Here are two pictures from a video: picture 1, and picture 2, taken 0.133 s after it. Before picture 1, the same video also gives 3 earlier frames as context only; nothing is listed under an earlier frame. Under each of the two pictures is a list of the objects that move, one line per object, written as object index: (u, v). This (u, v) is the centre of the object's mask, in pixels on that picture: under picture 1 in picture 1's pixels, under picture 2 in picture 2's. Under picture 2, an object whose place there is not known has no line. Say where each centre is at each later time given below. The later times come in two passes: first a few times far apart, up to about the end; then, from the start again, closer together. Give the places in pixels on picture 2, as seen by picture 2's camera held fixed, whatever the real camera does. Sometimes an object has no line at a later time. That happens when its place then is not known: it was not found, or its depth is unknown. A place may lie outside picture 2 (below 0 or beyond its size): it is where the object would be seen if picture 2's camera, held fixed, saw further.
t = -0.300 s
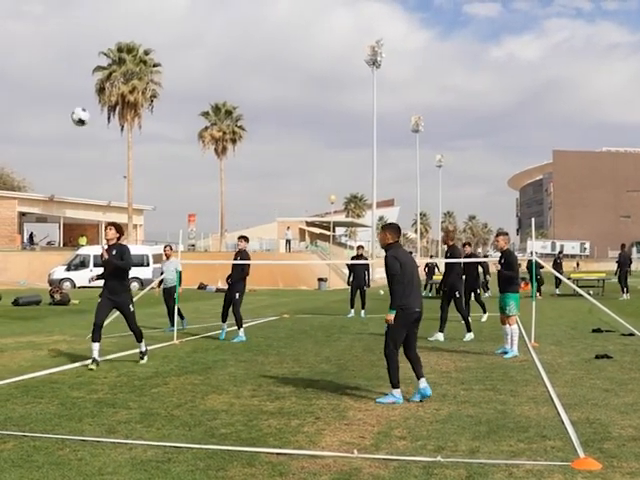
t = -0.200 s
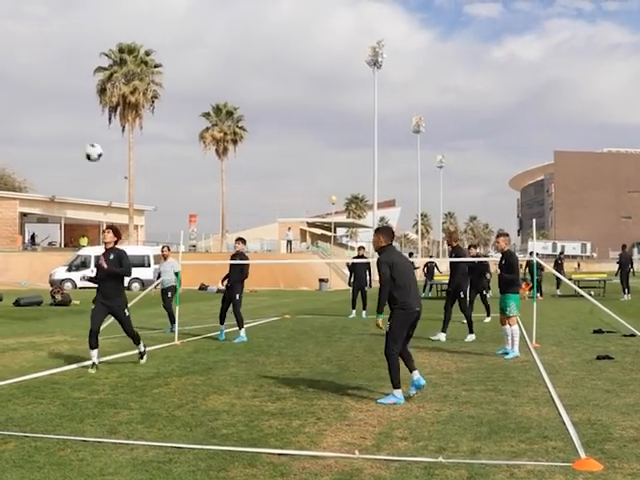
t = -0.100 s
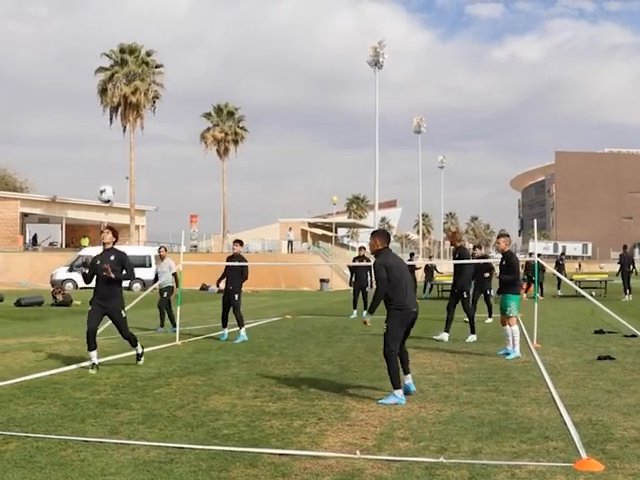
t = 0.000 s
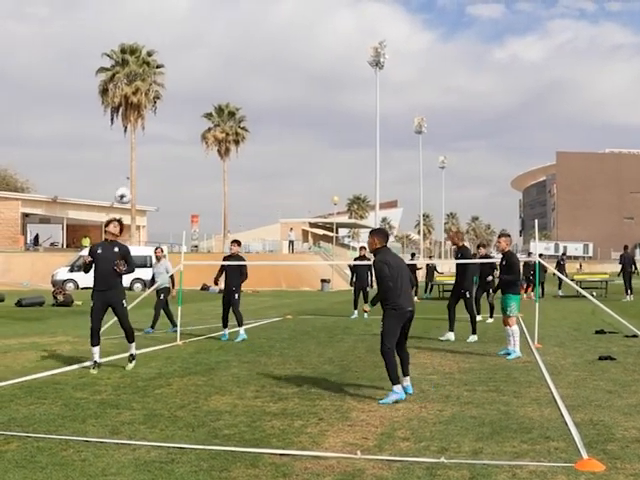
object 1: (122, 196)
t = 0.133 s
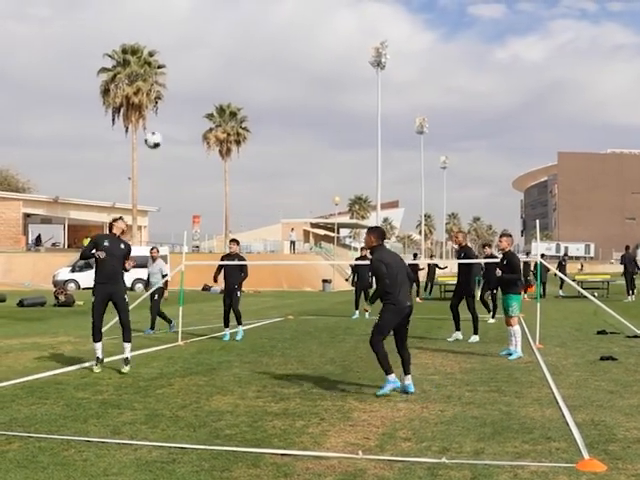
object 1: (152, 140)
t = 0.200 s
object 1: (167, 116)
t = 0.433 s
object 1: (219, 61)
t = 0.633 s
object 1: (264, 48)
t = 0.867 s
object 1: (318, 76)
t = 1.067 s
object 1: (367, 140)
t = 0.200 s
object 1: (167, 116)
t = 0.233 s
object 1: (175, 106)
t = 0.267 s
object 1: (182, 97)
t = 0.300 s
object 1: (189, 88)
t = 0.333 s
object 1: (197, 80)
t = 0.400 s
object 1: (212, 67)
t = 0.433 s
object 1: (219, 61)
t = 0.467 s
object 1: (226, 57)
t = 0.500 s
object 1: (234, 53)
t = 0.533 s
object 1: (241, 51)
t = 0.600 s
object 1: (257, 48)
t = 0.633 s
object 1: (264, 48)
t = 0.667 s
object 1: (271, 49)
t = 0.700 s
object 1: (279, 51)
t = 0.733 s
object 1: (287, 54)
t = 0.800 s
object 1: (303, 63)
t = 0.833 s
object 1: (310, 69)
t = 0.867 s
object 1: (318, 76)
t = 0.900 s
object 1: (326, 84)
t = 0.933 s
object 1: (334, 93)
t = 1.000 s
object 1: (350, 114)
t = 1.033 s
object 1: (358, 127)
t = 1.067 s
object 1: (367, 140)
